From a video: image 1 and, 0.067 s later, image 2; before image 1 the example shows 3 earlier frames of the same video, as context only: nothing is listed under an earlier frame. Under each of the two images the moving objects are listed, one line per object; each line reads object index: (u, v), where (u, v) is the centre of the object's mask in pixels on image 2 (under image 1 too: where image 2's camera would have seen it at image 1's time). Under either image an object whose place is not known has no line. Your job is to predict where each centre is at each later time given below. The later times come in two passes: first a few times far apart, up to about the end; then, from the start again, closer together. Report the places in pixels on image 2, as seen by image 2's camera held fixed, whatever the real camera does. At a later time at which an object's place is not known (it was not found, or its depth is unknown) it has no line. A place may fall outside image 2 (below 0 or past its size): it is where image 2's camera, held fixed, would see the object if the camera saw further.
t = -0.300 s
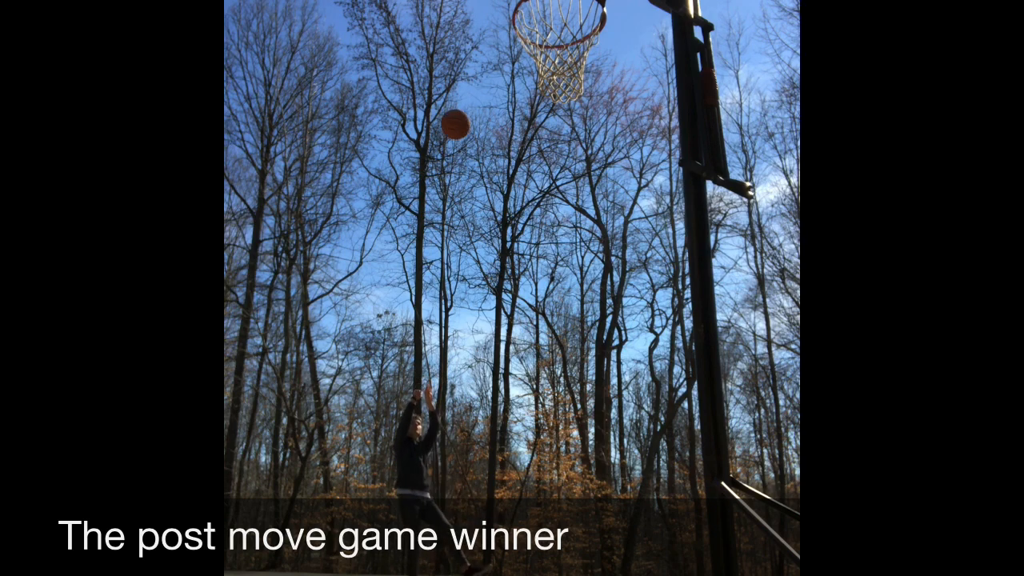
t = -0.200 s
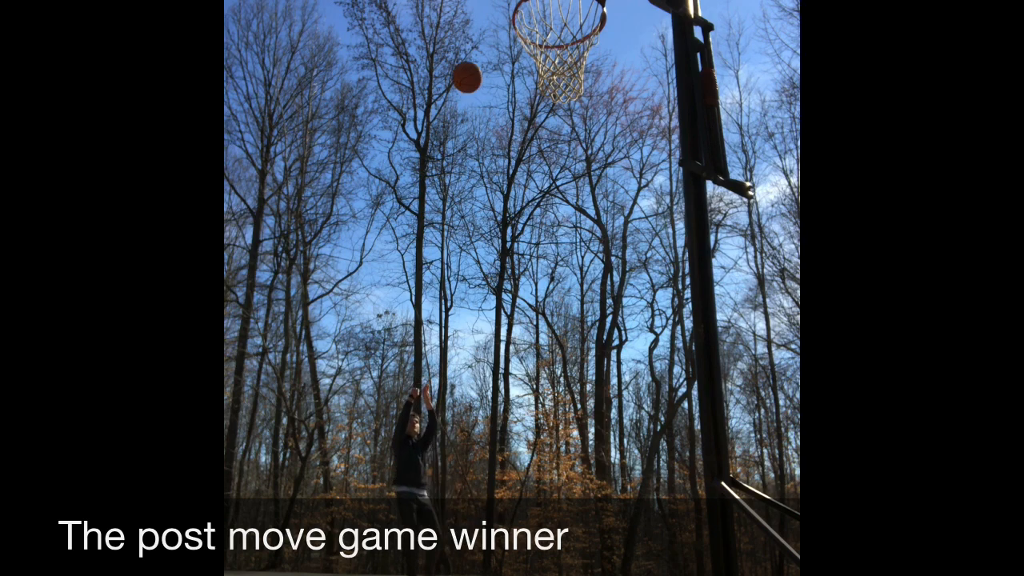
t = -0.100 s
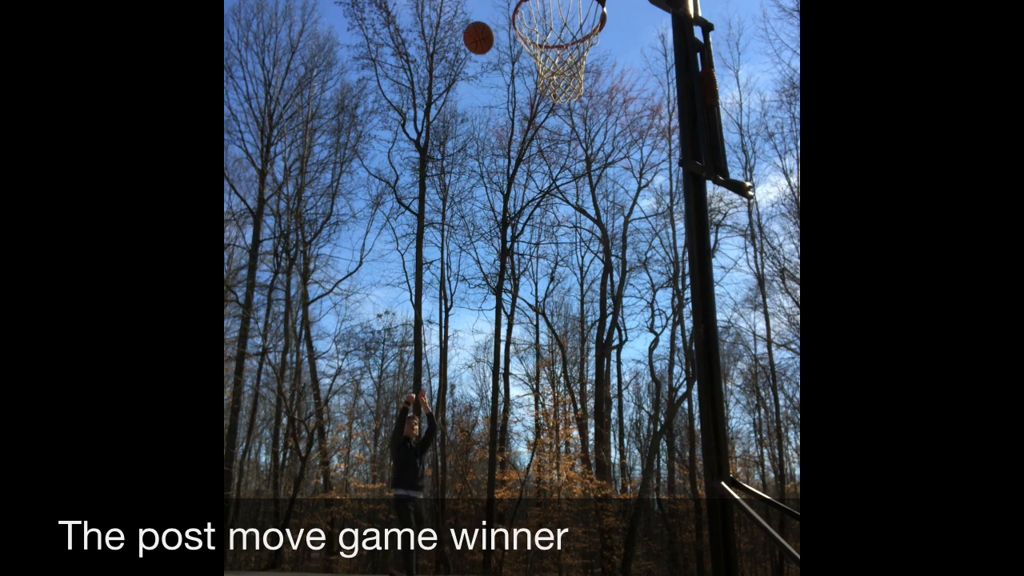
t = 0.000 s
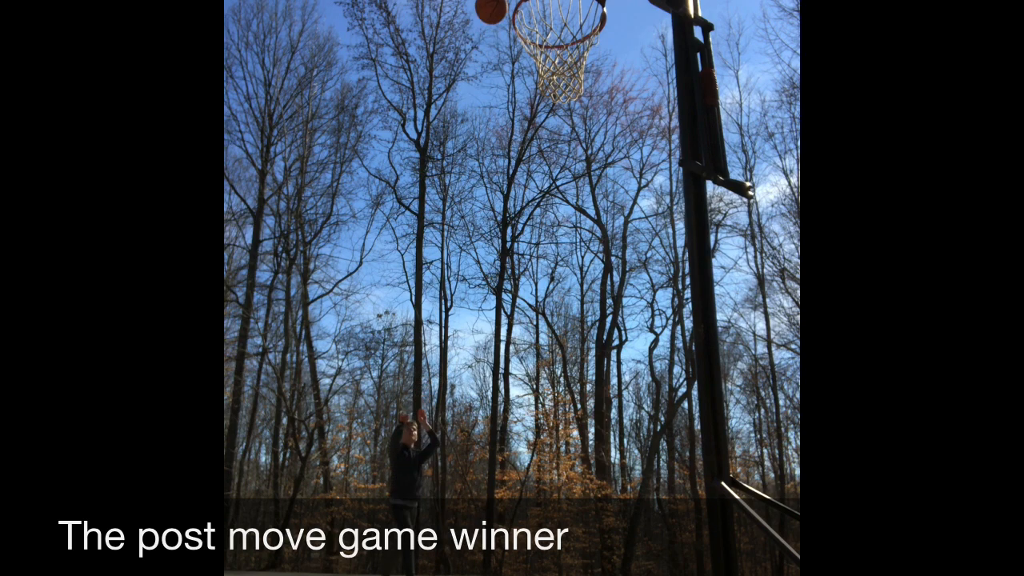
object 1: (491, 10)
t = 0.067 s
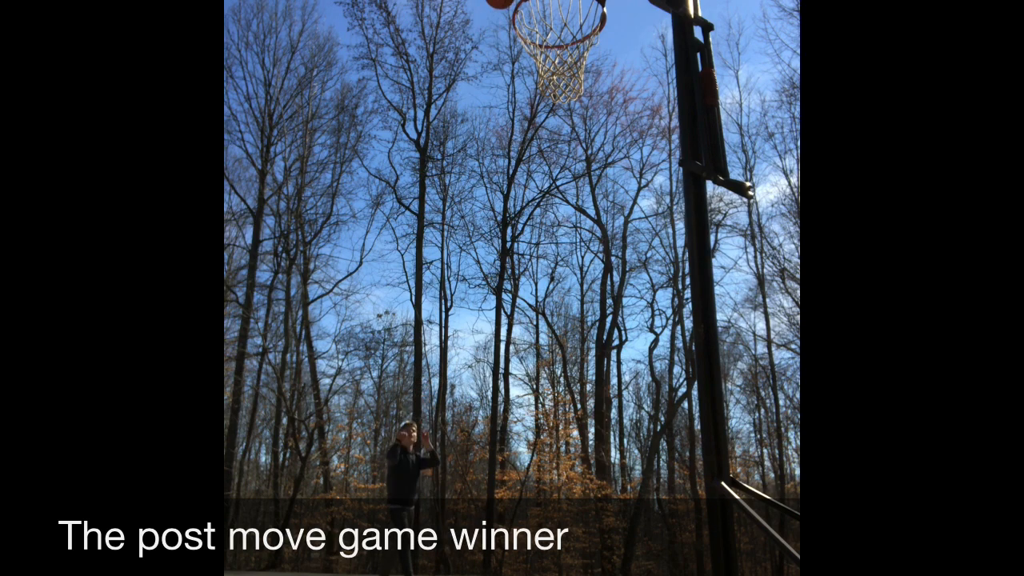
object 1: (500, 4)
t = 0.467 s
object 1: (570, 10)
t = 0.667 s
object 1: (536, 40)
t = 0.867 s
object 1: (526, 59)
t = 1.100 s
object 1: (557, 122)
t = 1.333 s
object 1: (594, 271)
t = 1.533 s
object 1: (633, 497)
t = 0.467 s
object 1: (570, 10)
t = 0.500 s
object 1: (580, 16)
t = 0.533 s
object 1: (573, 22)
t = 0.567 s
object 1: (563, 29)
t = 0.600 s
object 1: (554, 38)
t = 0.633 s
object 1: (544, 39)
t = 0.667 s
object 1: (536, 40)
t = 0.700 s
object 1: (531, 41)
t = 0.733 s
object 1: (527, 43)
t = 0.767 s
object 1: (525, 46)
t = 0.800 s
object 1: (524, 50)
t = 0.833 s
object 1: (525, 55)
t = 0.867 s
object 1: (526, 59)
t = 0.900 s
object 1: (529, 64)
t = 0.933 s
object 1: (533, 71)
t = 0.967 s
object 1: (537, 78)
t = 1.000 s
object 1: (542, 87)
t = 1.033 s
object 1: (547, 97)
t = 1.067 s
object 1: (552, 109)
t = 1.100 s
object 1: (557, 122)
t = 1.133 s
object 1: (561, 138)
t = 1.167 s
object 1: (567, 155)
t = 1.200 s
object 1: (572, 174)
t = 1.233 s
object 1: (578, 195)
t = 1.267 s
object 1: (583, 218)
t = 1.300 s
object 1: (588, 244)
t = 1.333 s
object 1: (594, 271)
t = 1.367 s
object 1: (599, 302)
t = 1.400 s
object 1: (606, 334)
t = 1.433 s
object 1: (612, 370)
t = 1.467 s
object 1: (618, 408)
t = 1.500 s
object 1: (626, 451)
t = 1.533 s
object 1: (633, 497)
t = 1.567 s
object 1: (640, 547)
